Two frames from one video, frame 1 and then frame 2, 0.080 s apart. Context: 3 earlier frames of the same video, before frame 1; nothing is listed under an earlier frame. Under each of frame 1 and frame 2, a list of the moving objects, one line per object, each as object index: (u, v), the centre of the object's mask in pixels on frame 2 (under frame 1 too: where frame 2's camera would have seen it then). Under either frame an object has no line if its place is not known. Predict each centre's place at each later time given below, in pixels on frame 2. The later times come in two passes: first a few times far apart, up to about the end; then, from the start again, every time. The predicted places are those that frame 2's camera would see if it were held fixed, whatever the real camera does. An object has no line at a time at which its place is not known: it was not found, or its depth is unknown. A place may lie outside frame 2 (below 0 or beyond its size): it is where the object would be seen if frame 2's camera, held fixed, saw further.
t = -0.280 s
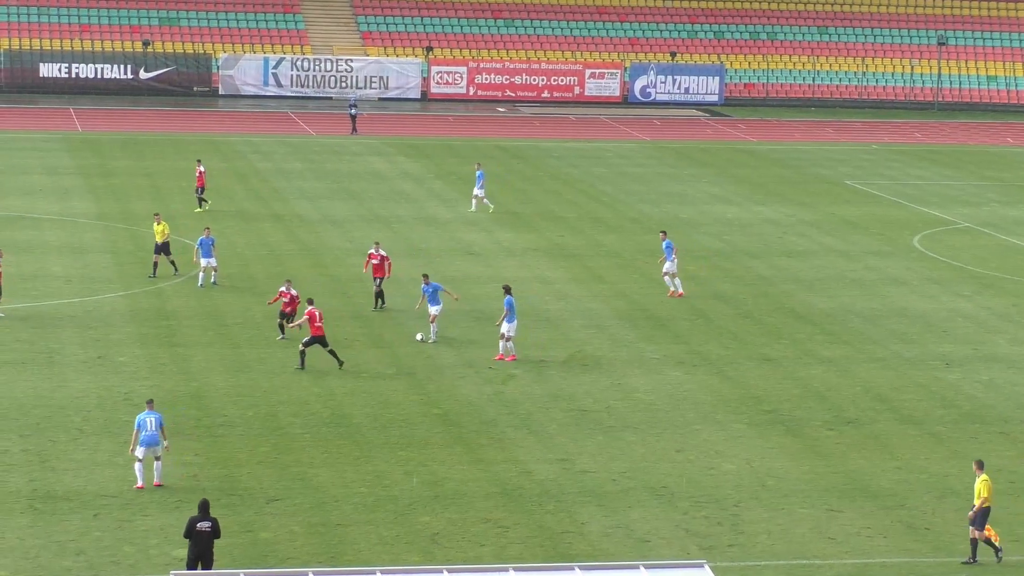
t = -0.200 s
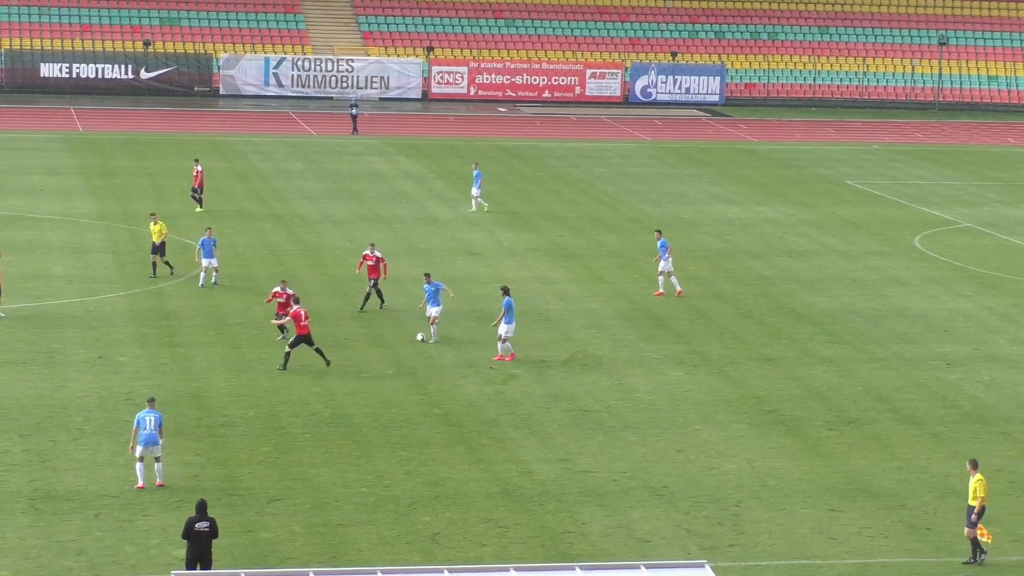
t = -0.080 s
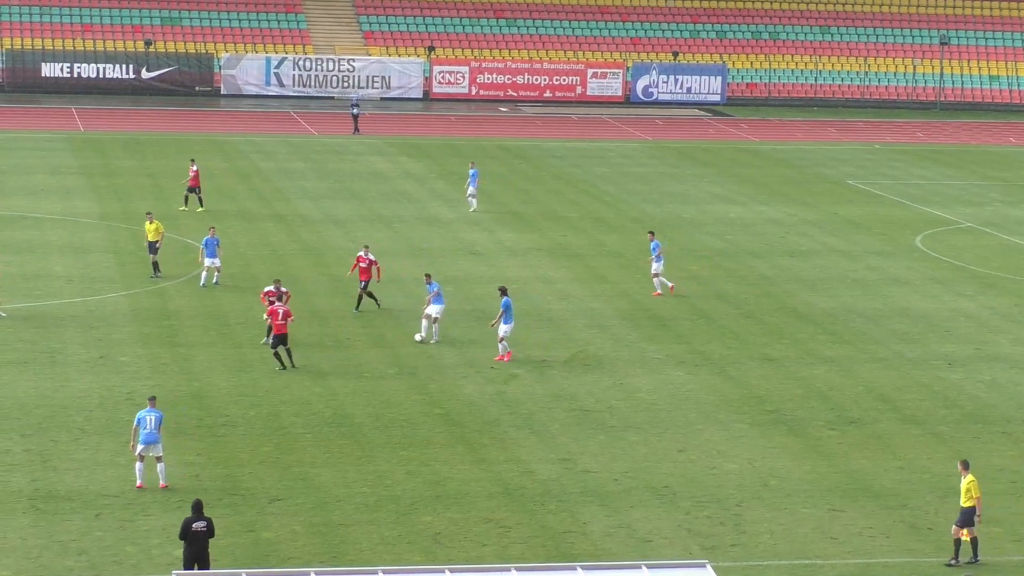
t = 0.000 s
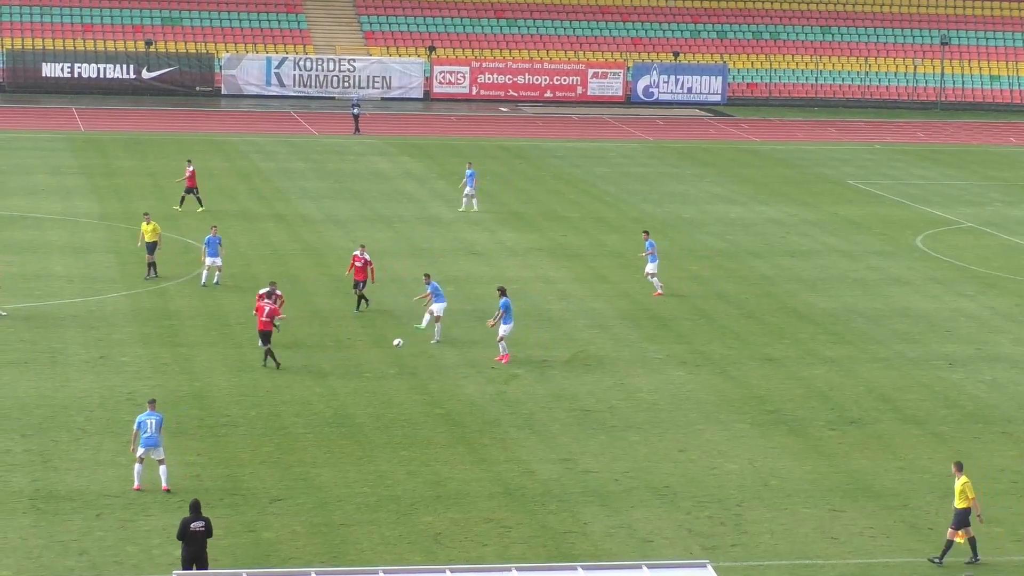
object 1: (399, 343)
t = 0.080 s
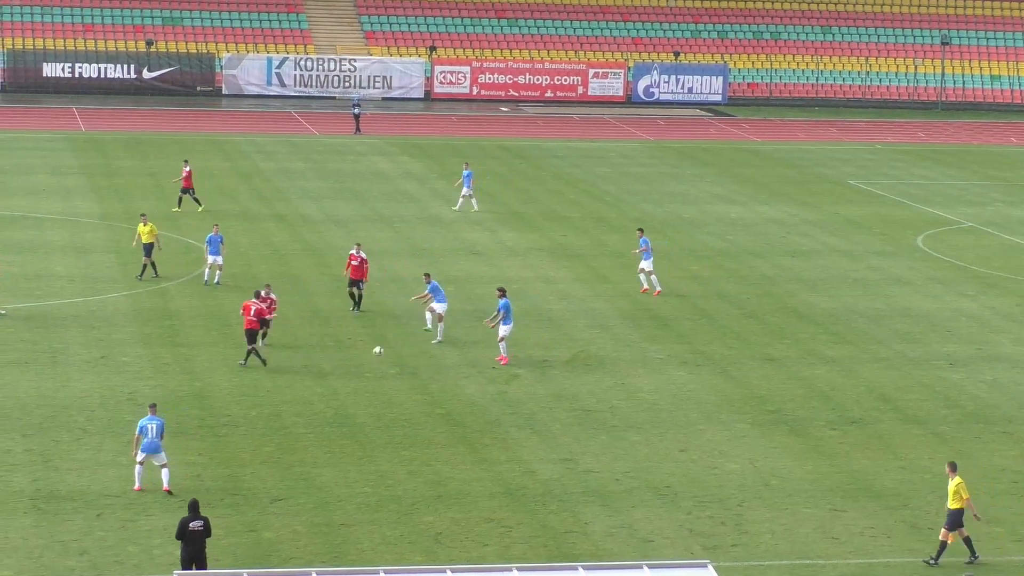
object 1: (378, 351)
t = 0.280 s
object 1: (329, 386)
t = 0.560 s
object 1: (271, 425)
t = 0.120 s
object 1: (368, 356)
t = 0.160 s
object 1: (357, 363)
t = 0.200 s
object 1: (347, 369)
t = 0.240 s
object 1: (338, 377)
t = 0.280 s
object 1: (329, 386)
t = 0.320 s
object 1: (319, 389)
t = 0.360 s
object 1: (311, 393)
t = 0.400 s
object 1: (303, 398)
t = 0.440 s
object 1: (294, 404)
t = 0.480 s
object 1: (286, 411)
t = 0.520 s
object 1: (278, 419)
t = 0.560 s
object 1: (271, 425)
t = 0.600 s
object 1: (263, 428)
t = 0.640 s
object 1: (256, 433)
